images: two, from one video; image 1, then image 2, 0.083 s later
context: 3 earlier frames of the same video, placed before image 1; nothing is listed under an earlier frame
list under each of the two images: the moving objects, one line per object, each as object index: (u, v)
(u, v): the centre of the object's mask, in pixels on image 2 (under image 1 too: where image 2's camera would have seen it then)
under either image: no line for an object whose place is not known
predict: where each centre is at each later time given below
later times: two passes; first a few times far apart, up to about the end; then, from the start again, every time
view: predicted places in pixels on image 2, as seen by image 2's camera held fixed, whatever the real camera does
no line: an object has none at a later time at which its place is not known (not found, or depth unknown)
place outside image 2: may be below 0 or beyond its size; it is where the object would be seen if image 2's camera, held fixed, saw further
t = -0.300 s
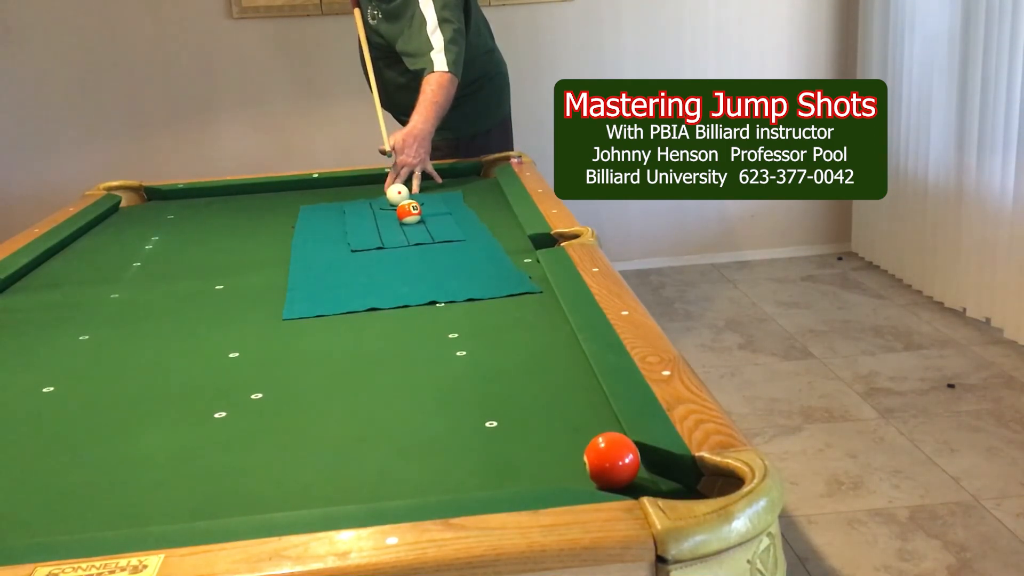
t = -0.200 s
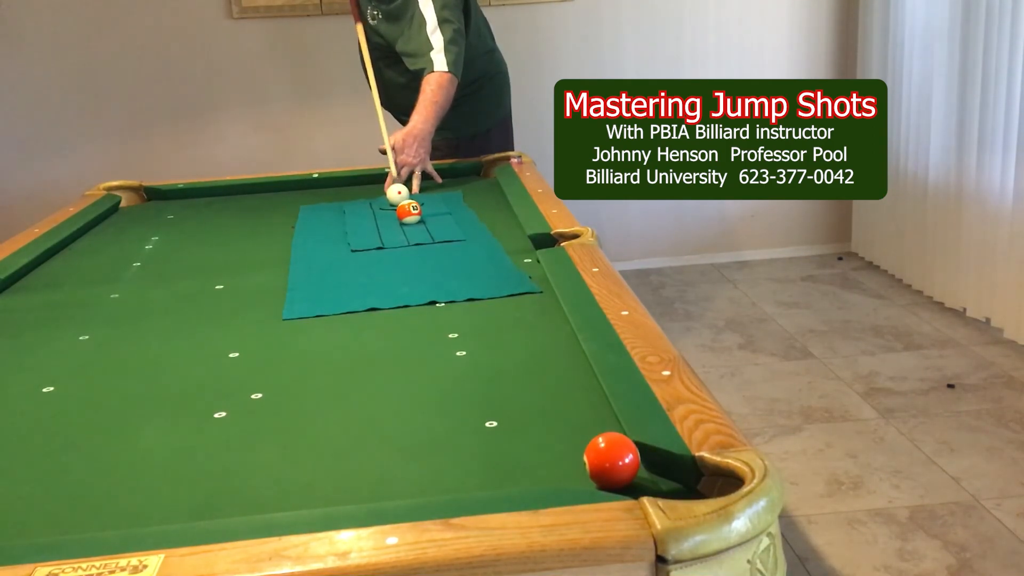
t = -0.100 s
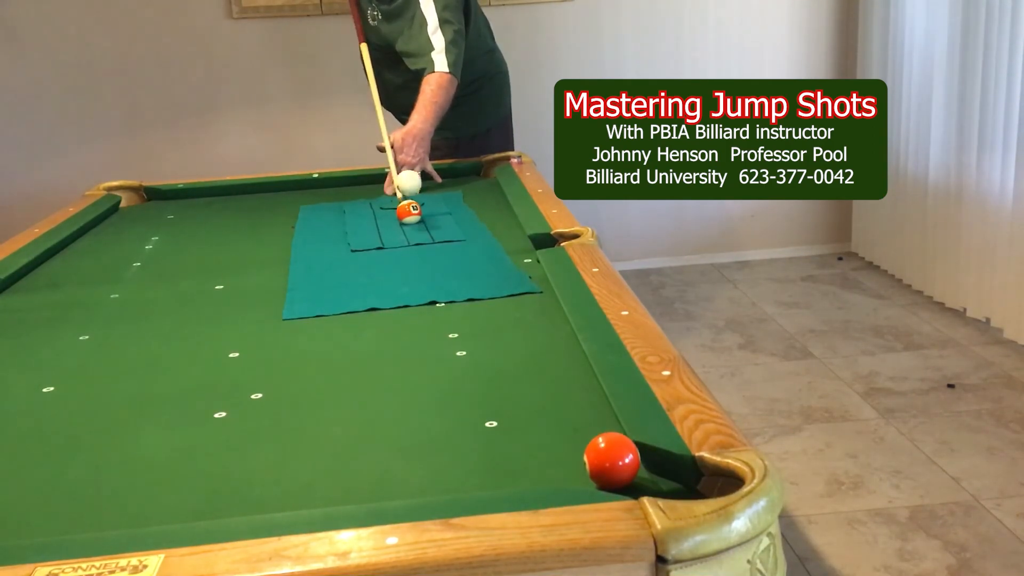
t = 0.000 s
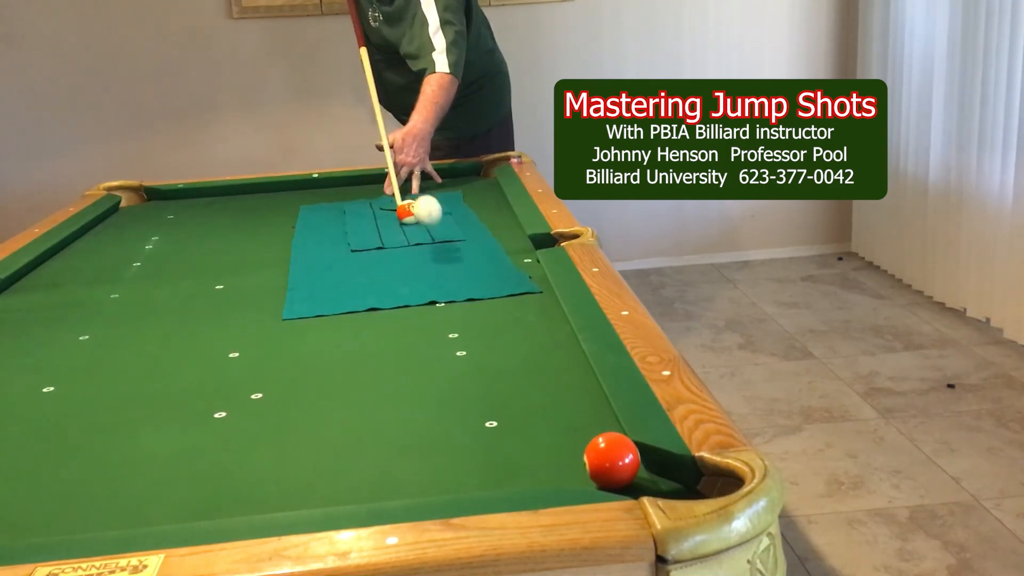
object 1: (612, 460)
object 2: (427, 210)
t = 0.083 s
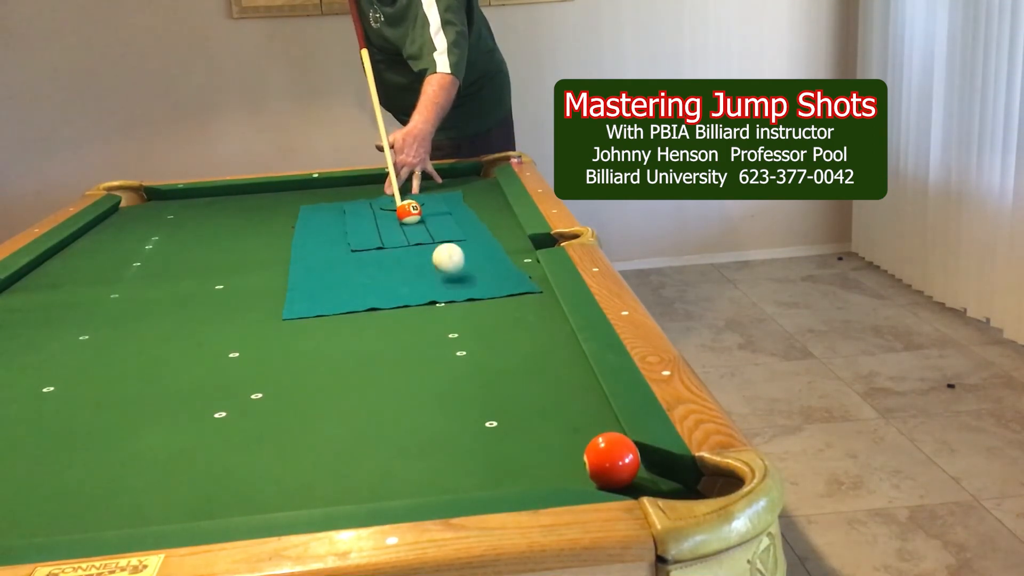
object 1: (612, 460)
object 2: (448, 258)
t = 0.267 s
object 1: (612, 460)
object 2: (507, 334)
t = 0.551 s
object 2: (538, 462)
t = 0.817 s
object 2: (500, 444)
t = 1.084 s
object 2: (479, 410)
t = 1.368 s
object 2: (462, 382)
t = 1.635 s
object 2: (449, 360)
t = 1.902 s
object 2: (438, 342)
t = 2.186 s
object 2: (429, 326)
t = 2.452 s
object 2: (422, 314)
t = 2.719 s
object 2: (415, 304)
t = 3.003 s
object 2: (410, 295)
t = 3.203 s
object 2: (406, 290)
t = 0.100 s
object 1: (612, 460)
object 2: (452, 259)
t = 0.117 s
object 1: (612, 460)
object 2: (456, 261)
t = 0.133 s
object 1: (612, 460)
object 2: (461, 266)
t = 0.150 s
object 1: (612, 460)
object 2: (465, 272)
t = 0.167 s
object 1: (612, 460)
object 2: (471, 280)
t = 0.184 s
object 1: (612, 460)
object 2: (476, 290)
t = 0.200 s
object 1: (612, 460)
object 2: (482, 303)
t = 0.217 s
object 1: (612, 460)
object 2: (488, 314)
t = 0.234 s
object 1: (612, 460)
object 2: (494, 319)
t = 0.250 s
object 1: (612, 460)
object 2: (500, 325)
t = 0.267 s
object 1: (612, 460)
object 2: (507, 334)
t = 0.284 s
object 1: (612, 460)
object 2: (514, 345)
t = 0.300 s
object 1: (612, 460)
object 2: (521, 358)
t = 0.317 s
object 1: (612, 460)
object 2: (529, 366)
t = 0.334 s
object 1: (612, 460)
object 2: (537, 377)
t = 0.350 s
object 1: (612, 460)
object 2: (546, 389)
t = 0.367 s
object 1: (612, 460)
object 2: (555, 402)
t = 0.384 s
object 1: (612, 460)
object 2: (565, 414)
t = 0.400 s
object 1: (612, 460)
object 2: (574, 428)
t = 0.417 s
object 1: (620, 465)
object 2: (578, 436)
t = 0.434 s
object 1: (639, 474)
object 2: (575, 439)
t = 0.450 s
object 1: (660, 484)
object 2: (569, 443)
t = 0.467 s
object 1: (683, 492)
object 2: (563, 447)
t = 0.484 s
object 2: (558, 449)
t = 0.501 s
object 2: (553, 454)
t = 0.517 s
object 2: (548, 456)
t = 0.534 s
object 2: (543, 460)
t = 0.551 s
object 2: (538, 462)
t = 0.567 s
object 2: (534, 465)
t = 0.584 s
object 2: (530, 467)
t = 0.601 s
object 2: (526, 470)
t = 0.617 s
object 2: (522, 471)
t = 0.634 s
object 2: (520, 468)
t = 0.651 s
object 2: (518, 467)
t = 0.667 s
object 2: (516, 465)
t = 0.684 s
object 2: (514, 463)
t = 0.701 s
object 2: (512, 461)
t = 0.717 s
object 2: (510, 459)
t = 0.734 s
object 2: (509, 456)
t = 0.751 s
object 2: (507, 454)
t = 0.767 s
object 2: (505, 451)
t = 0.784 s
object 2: (503, 449)
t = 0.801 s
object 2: (502, 447)
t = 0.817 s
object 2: (500, 444)
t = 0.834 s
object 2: (499, 442)
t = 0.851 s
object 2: (497, 439)
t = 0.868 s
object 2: (496, 437)
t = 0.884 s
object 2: (495, 435)
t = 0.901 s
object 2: (493, 433)
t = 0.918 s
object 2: (492, 430)
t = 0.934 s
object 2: (490, 428)
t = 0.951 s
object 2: (489, 426)
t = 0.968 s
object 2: (488, 424)
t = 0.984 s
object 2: (487, 421)
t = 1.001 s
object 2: (485, 420)
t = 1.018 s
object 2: (484, 418)
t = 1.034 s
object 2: (483, 415)
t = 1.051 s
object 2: (482, 414)
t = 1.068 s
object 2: (480, 412)
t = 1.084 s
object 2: (479, 410)
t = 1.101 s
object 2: (478, 408)
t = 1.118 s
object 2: (477, 406)
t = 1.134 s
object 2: (476, 404)
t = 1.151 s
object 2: (475, 402)
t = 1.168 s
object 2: (474, 401)
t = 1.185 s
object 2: (473, 399)
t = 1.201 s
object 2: (472, 397)
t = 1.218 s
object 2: (470, 395)
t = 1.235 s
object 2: (470, 394)
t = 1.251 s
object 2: (469, 392)
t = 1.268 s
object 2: (468, 391)
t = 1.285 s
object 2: (466, 389)
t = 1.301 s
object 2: (465, 388)
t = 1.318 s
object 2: (465, 386)
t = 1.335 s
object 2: (464, 385)
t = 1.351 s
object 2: (463, 383)
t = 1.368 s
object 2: (462, 382)
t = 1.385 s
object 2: (461, 380)
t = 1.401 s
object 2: (460, 379)
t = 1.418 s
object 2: (459, 377)
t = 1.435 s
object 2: (458, 376)
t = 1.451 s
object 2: (458, 374)
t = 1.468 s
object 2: (457, 373)
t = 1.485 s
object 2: (456, 371)
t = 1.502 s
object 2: (455, 370)
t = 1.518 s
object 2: (454, 369)
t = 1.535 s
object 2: (454, 367)
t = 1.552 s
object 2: (453, 366)
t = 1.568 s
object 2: (452, 365)
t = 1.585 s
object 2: (451, 363)
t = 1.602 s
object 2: (451, 362)
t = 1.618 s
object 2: (450, 361)
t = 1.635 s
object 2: (449, 360)
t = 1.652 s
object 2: (448, 358)
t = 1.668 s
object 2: (447, 357)
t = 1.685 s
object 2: (447, 356)
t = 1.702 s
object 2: (446, 355)
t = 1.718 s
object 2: (446, 354)
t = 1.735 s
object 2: (445, 352)
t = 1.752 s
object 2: (444, 351)
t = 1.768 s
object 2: (443, 350)
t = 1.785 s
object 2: (443, 349)
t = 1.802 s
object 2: (442, 348)
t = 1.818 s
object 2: (441, 347)
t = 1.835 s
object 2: (441, 346)
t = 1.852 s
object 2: (440, 345)
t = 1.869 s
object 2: (439, 344)
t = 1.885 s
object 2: (439, 343)
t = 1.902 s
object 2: (438, 342)
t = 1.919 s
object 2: (438, 341)
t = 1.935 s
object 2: (437, 340)
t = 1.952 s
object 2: (437, 339)
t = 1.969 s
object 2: (436, 338)
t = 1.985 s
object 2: (436, 337)
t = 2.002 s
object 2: (435, 336)
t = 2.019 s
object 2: (435, 335)
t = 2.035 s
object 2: (434, 334)
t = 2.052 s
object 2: (433, 333)
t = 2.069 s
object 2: (433, 332)
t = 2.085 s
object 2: (432, 331)
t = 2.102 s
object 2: (432, 330)
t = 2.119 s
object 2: (431, 329)
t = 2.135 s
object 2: (431, 328)
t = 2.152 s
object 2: (430, 328)
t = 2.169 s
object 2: (430, 327)
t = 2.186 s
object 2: (429, 326)
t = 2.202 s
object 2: (429, 325)
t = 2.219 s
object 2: (428, 324)
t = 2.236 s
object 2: (428, 324)
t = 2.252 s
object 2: (427, 323)
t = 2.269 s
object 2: (427, 322)
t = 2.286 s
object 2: (426, 321)
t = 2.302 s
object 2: (426, 321)
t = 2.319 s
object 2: (425, 320)
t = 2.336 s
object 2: (425, 319)
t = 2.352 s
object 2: (424, 318)
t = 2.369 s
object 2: (424, 317)
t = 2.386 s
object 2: (423, 317)
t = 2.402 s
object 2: (423, 316)
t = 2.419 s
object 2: (423, 315)
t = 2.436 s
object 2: (422, 314)
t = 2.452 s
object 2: (422, 314)
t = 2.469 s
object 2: (421, 313)
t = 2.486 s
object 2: (421, 312)
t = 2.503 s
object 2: (420, 312)
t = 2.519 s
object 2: (420, 311)
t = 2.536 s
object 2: (420, 310)
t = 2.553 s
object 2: (419, 310)
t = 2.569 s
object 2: (419, 309)
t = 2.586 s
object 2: (418, 308)
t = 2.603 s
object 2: (418, 308)
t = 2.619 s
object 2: (418, 307)
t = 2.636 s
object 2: (417, 307)
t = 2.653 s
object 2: (417, 306)
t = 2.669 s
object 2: (417, 305)
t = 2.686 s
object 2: (416, 305)
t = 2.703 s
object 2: (416, 304)
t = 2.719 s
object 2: (415, 304)
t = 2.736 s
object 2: (415, 303)
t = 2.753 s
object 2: (415, 303)
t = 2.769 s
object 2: (414, 302)
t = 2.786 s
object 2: (414, 301)
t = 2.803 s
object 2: (414, 301)
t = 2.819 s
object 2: (413, 300)
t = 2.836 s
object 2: (413, 299)
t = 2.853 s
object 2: (413, 299)
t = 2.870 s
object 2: (412, 299)
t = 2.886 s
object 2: (412, 298)
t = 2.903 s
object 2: (412, 298)
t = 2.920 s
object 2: (411, 297)
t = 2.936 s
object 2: (411, 297)
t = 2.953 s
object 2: (410, 296)
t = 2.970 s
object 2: (410, 296)
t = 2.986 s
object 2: (410, 295)
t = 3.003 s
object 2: (410, 295)
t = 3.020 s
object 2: (409, 294)
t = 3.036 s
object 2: (409, 294)
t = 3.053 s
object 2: (408, 293)
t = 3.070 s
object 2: (408, 293)
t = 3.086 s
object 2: (408, 292)
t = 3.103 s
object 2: (408, 292)
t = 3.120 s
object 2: (407, 291)
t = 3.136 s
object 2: (407, 291)
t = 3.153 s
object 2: (407, 290)
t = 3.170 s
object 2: (406, 290)
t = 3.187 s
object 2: (406, 290)
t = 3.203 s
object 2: (406, 290)
